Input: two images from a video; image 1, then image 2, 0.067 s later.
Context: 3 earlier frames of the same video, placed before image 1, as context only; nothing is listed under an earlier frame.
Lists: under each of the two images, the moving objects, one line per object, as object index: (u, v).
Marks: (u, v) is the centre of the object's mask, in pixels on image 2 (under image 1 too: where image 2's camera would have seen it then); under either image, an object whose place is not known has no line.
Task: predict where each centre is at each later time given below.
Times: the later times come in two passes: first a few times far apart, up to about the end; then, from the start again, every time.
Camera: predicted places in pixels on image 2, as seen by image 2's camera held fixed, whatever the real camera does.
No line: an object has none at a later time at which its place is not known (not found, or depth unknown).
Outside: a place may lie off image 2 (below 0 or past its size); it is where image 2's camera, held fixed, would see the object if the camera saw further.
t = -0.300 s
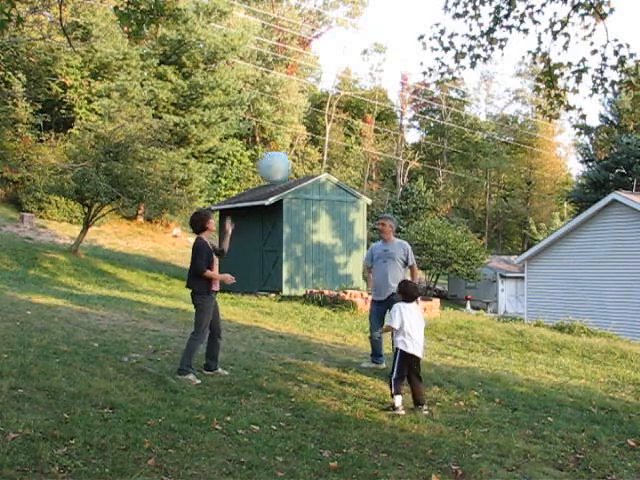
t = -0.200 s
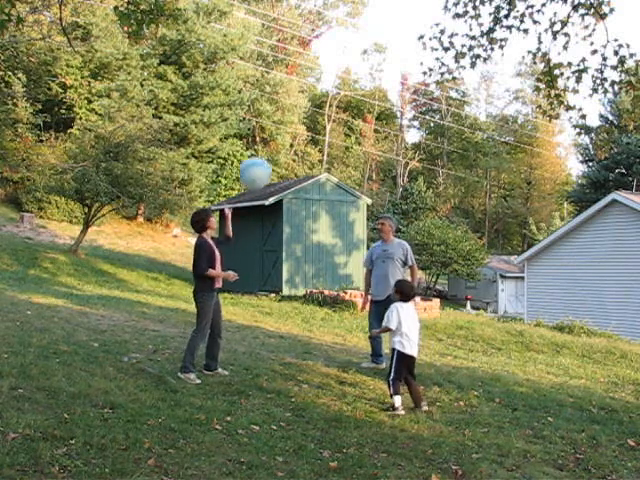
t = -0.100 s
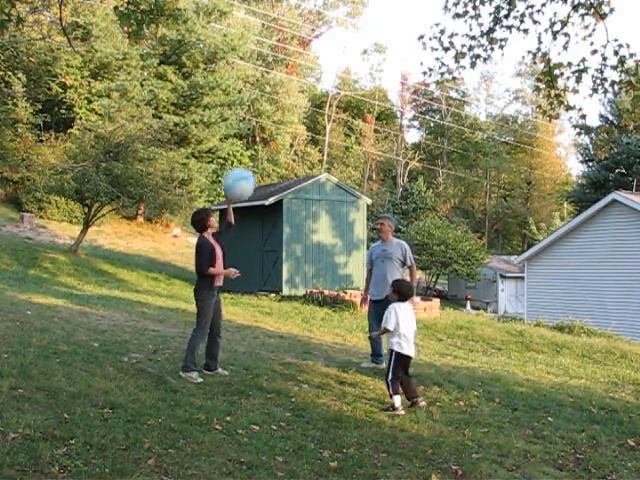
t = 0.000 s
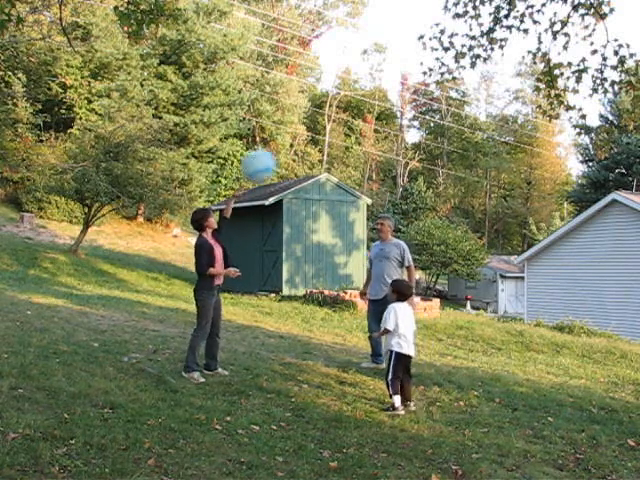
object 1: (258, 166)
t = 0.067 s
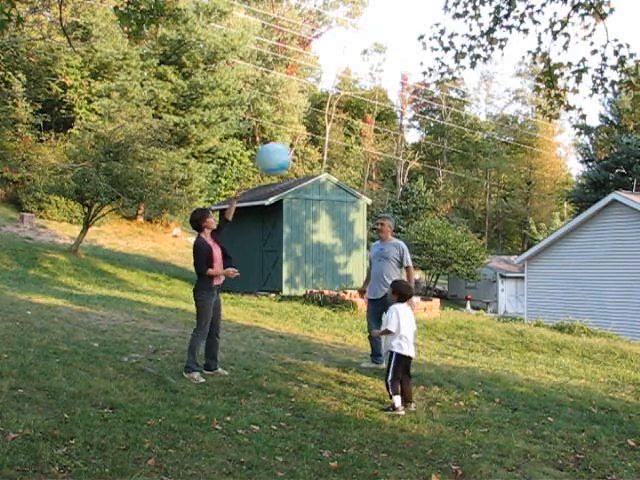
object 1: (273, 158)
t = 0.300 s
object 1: (330, 162)
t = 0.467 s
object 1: (372, 198)
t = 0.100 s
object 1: (281, 156)
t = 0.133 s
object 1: (289, 154)
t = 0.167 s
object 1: (297, 154)
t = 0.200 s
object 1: (305, 154)
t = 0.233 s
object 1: (313, 156)
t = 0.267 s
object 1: (321, 159)
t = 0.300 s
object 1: (330, 162)
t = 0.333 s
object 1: (338, 167)
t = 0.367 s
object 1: (346, 173)
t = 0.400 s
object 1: (354, 179)
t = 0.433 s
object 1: (363, 188)
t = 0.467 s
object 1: (372, 198)
